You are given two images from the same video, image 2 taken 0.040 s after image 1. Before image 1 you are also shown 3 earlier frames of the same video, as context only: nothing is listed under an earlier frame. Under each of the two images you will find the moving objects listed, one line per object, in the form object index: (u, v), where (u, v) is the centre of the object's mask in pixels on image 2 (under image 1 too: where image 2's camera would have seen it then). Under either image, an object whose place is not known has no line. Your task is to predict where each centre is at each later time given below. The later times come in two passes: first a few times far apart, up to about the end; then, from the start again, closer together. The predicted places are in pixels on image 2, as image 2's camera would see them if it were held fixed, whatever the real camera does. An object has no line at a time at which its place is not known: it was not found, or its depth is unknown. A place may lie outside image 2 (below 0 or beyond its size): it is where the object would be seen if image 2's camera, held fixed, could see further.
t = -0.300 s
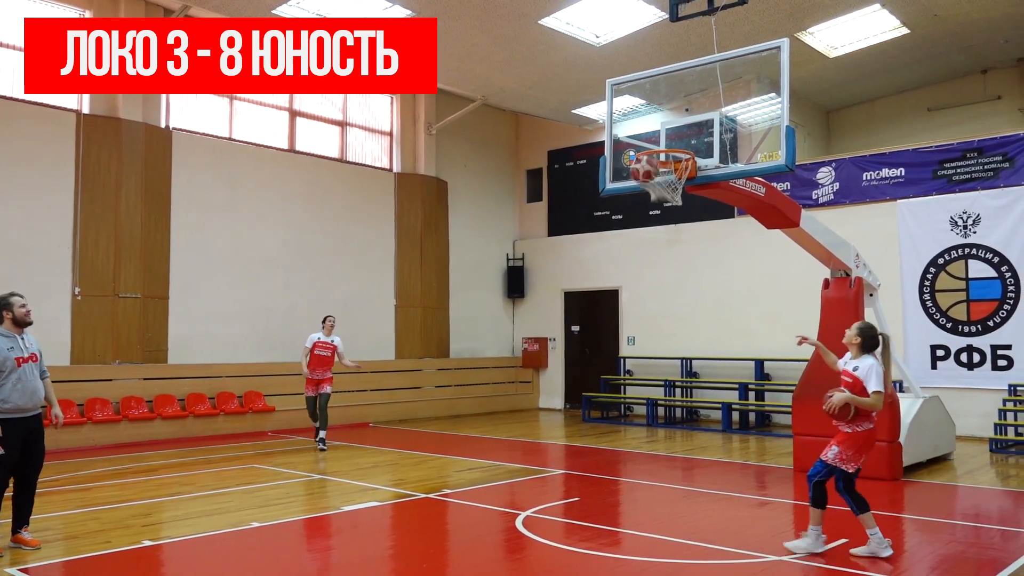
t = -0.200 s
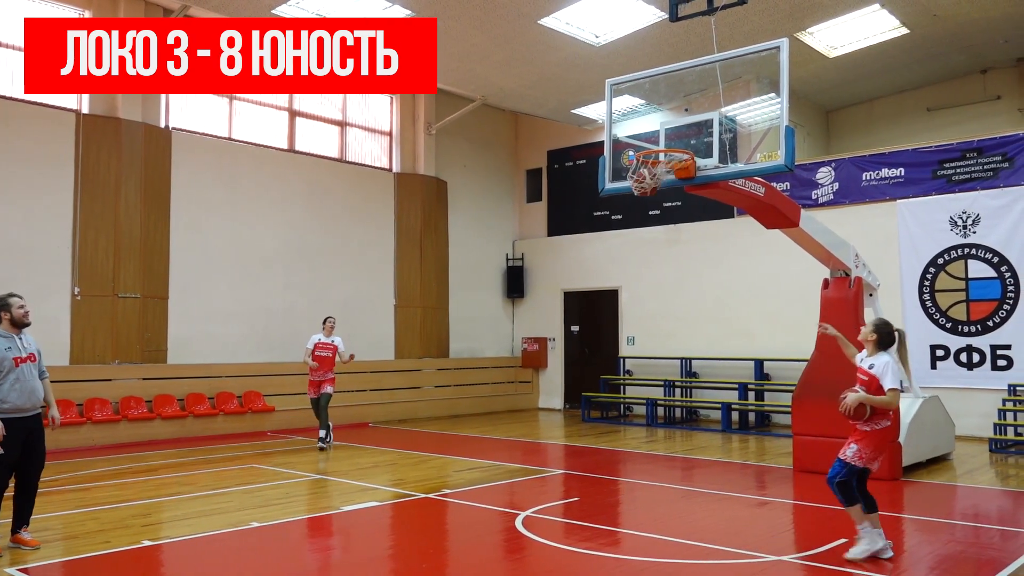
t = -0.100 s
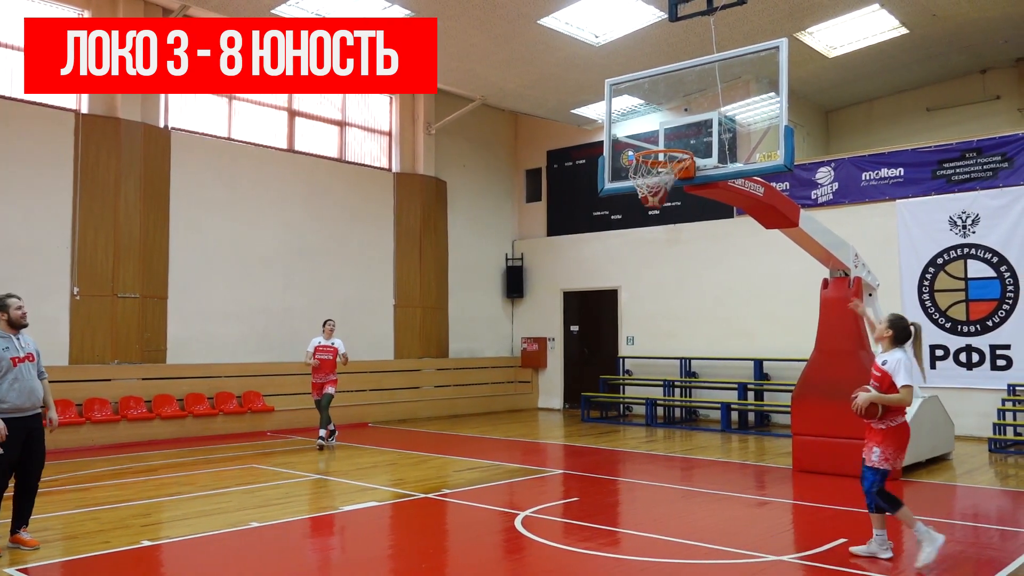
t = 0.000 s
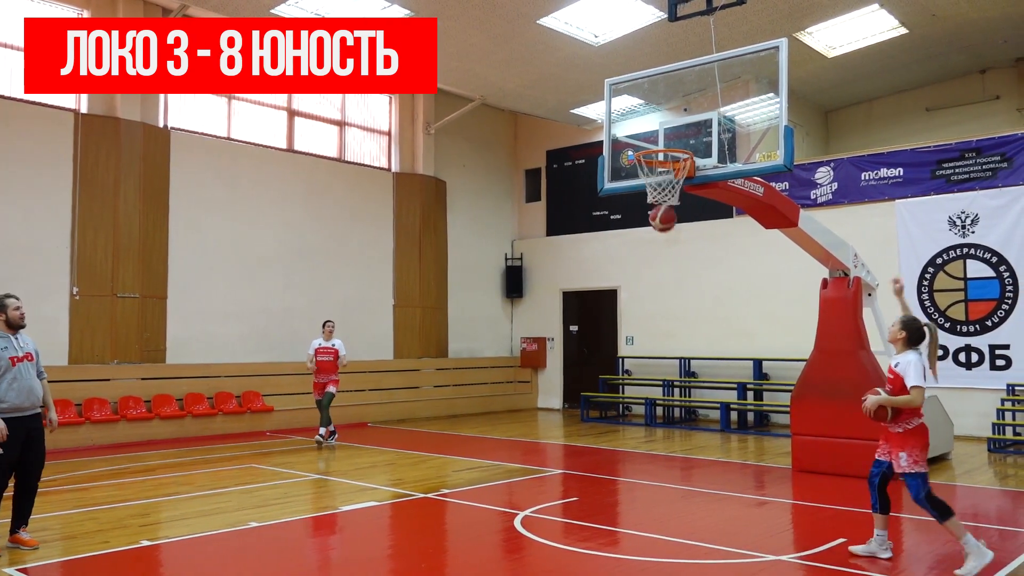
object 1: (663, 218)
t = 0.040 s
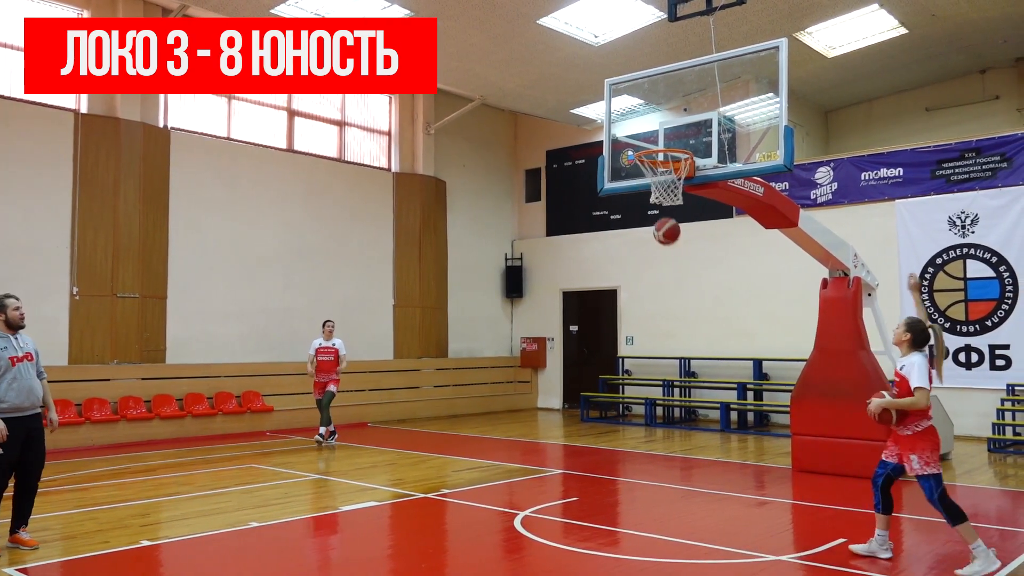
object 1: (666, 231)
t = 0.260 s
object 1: (687, 334)
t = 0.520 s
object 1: (711, 497)
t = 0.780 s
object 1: (736, 374)
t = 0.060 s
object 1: (669, 238)
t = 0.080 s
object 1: (670, 246)
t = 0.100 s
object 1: (672, 254)
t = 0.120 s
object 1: (674, 263)
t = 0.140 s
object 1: (676, 271)
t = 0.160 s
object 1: (678, 281)
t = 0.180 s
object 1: (680, 291)
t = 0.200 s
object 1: (681, 301)
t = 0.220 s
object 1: (683, 311)
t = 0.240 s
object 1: (685, 322)
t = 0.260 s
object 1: (687, 334)
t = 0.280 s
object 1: (689, 346)
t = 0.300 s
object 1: (691, 359)
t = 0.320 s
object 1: (693, 372)
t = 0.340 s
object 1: (695, 385)
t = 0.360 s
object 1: (696, 400)
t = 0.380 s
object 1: (698, 414)
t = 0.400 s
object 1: (700, 428)
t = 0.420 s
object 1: (702, 444)
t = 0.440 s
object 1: (704, 460)
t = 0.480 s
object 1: (707, 493)
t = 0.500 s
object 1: (709, 508)
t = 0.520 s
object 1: (711, 497)
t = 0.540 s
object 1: (713, 485)
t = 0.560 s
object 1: (715, 473)
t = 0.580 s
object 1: (717, 462)
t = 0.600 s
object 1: (719, 451)
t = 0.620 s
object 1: (720, 441)
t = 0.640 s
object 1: (722, 431)
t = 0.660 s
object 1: (724, 421)
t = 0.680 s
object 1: (727, 413)
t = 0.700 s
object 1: (728, 404)
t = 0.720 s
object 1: (730, 396)
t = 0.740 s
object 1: (732, 388)
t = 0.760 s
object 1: (734, 381)
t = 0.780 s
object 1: (736, 374)
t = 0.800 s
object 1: (738, 368)
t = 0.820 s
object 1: (739, 362)
